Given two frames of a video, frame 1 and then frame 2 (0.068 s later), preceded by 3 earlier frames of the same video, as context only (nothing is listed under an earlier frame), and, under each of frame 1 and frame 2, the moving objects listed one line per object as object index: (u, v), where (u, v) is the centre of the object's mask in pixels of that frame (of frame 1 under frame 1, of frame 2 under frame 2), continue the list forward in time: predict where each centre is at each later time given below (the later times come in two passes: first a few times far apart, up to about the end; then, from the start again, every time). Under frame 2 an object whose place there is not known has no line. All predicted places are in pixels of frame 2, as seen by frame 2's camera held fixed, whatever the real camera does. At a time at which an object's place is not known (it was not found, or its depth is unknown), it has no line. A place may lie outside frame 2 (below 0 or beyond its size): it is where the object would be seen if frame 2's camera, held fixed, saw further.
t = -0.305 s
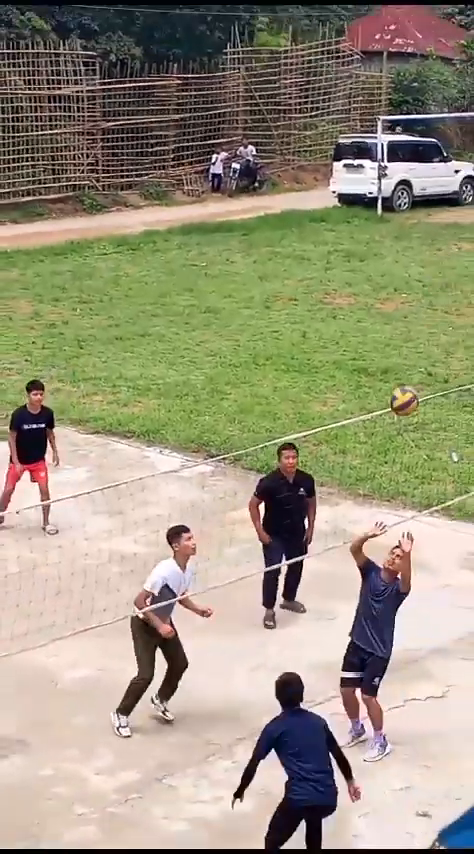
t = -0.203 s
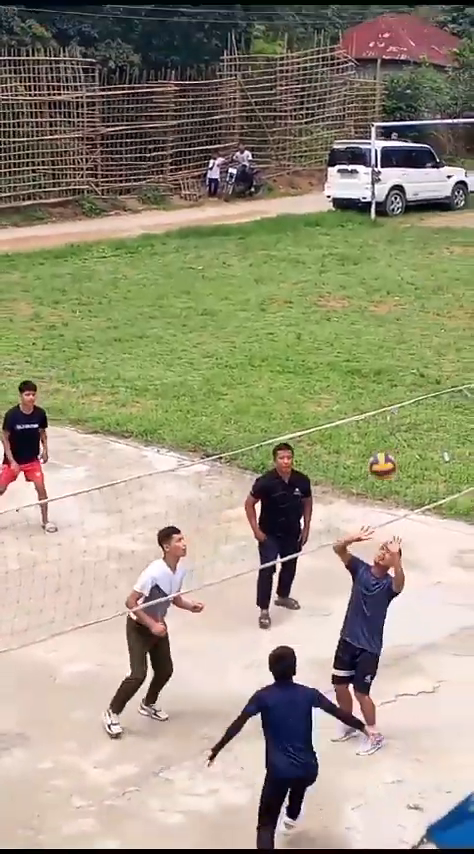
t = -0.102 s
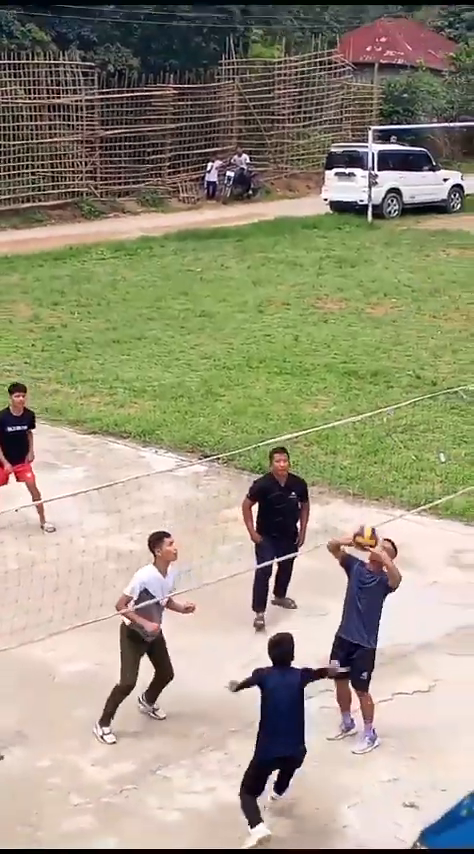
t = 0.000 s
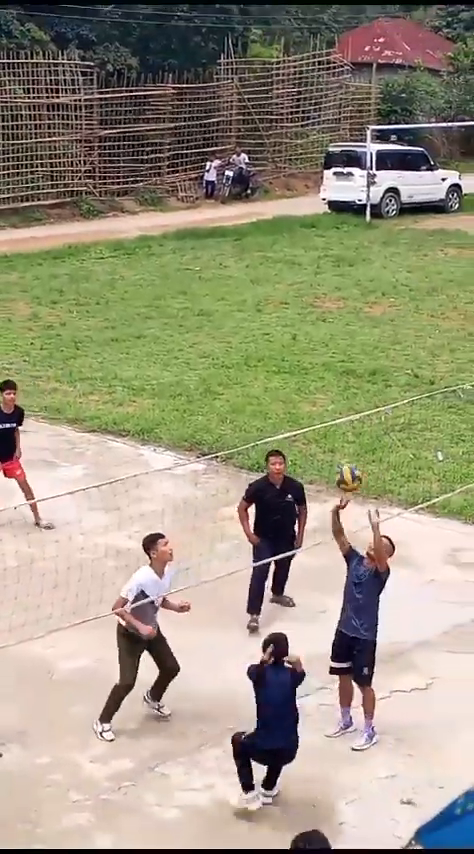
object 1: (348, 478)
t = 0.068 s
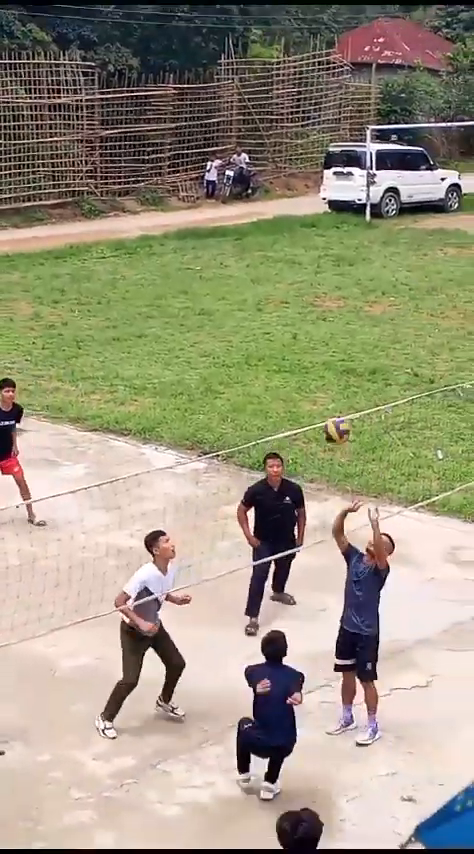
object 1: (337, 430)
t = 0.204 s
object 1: (309, 354)
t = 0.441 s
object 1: (257, 273)
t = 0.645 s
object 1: (204, 265)
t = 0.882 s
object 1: (156, 328)
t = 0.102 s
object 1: (330, 410)
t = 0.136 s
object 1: (323, 391)
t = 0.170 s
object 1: (315, 372)
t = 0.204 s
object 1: (309, 354)
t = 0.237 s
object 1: (301, 338)
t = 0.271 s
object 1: (293, 324)
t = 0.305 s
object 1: (287, 311)
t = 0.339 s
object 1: (280, 299)
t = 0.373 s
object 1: (271, 289)
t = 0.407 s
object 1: (263, 280)
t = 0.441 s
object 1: (257, 273)
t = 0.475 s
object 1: (250, 268)
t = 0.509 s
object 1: (240, 265)
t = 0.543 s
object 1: (235, 261)
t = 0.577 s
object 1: (227, 260)
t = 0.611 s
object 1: (216, 262)
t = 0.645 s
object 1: (204, 265)
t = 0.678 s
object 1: (201, 267)
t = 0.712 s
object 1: (195, 274)
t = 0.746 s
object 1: (186, 282)
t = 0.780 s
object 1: (179, 293)
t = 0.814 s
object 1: (173, 302)
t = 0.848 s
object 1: (165, 313)
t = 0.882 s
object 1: (156, 328)
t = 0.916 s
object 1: (149, 343)
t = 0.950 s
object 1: (141, 361)
